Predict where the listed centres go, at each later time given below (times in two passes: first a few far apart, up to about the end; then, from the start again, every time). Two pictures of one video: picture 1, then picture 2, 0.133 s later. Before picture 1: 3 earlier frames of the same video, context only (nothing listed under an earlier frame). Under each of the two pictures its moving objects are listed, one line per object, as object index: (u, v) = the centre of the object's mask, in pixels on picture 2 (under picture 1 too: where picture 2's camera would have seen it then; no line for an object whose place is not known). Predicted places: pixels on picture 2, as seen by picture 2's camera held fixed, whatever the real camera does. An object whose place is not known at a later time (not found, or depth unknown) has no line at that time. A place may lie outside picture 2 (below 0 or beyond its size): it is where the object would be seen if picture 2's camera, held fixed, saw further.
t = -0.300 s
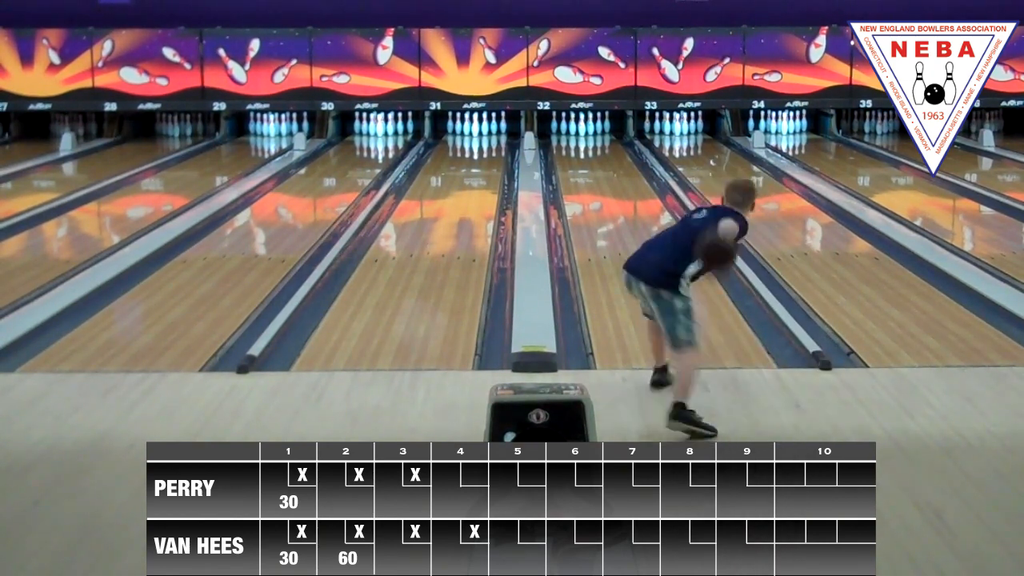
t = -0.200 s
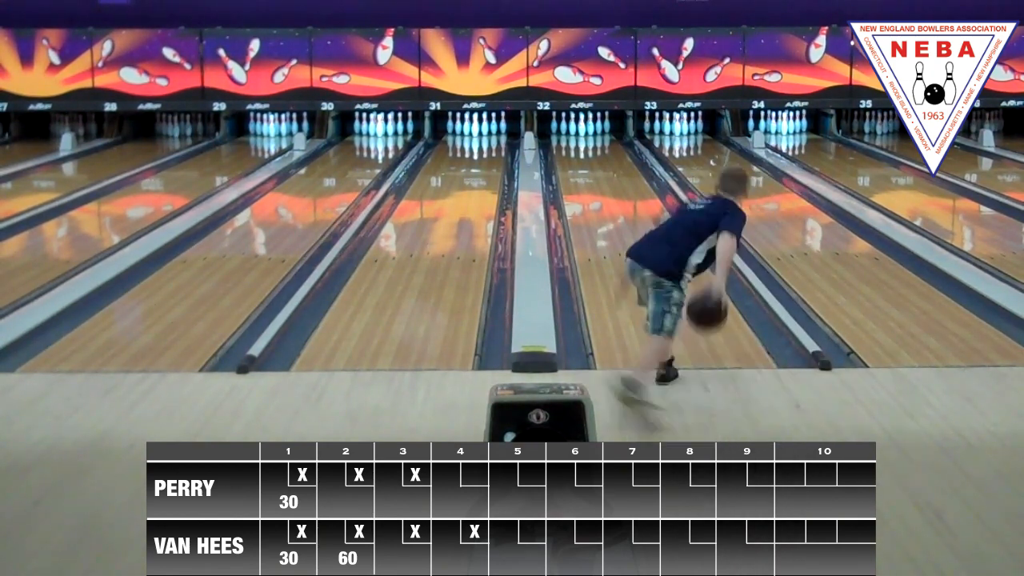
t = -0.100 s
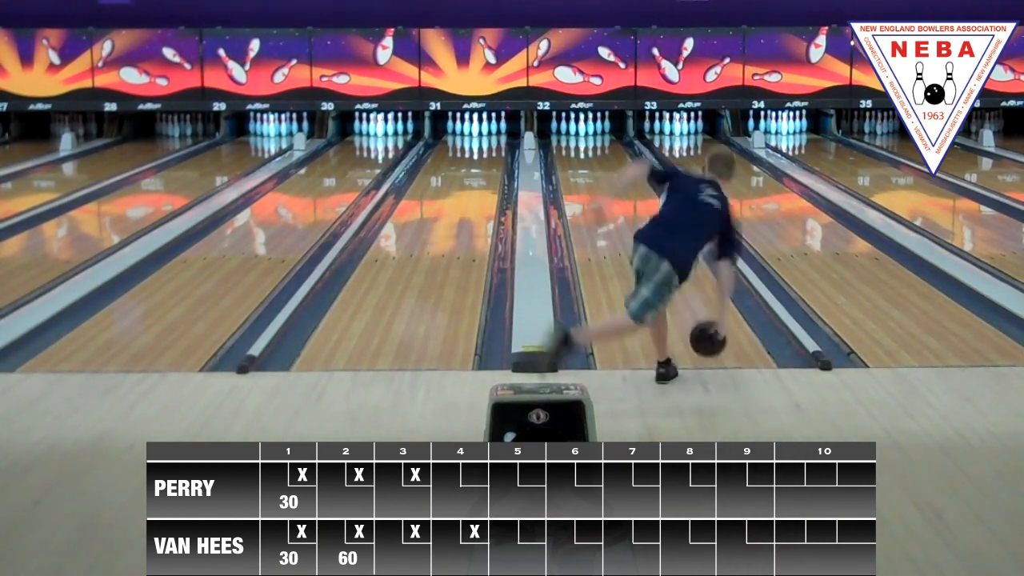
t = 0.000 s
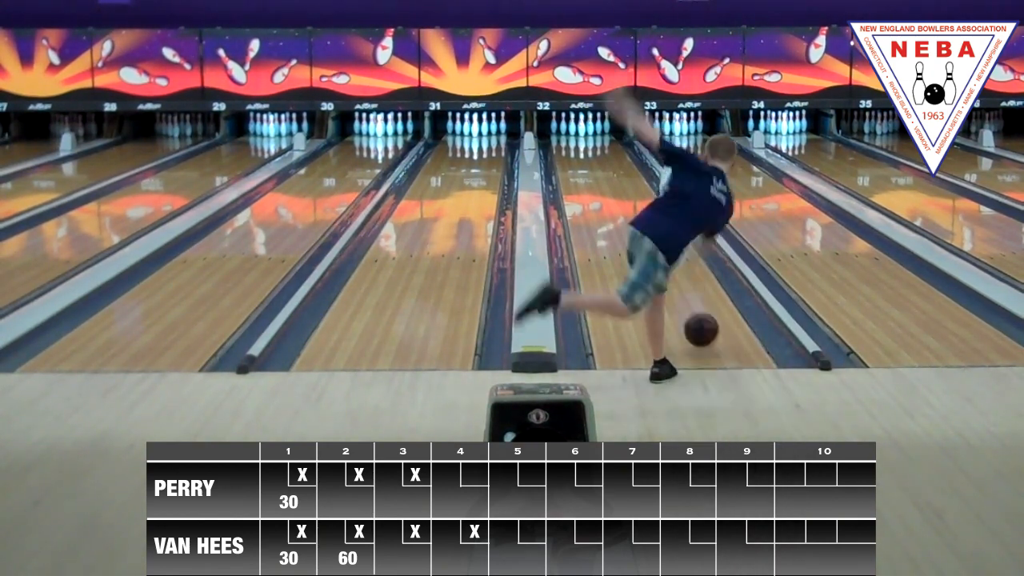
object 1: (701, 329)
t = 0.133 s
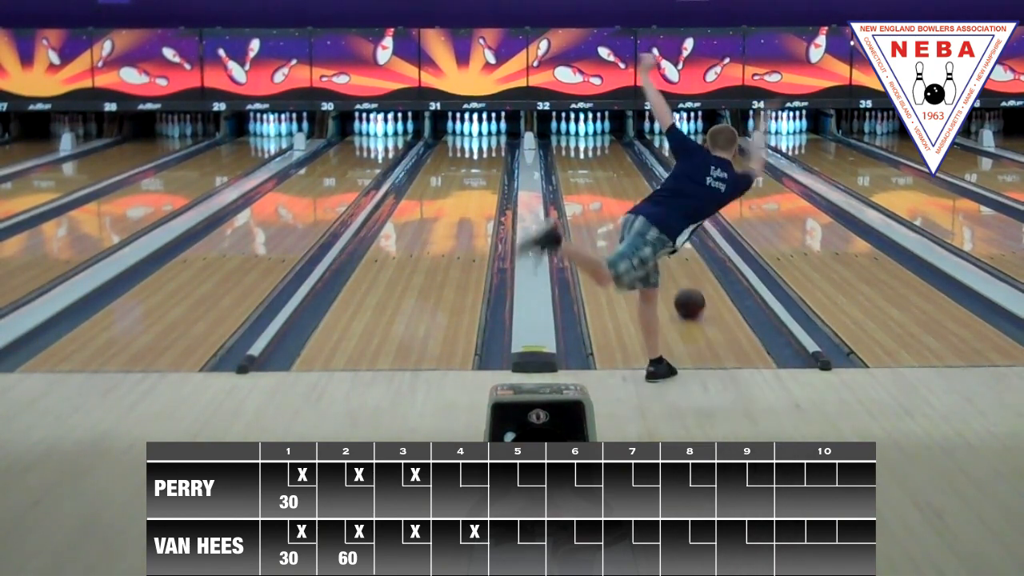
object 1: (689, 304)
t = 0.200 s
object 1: (685, 289)
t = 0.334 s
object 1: (675, 265)
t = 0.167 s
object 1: (687, 297)
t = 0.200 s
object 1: (685, 289)
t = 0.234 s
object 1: (682, 283)
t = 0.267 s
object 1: (680, 277)
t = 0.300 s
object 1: (678, 271)
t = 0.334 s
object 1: (675, 265)
